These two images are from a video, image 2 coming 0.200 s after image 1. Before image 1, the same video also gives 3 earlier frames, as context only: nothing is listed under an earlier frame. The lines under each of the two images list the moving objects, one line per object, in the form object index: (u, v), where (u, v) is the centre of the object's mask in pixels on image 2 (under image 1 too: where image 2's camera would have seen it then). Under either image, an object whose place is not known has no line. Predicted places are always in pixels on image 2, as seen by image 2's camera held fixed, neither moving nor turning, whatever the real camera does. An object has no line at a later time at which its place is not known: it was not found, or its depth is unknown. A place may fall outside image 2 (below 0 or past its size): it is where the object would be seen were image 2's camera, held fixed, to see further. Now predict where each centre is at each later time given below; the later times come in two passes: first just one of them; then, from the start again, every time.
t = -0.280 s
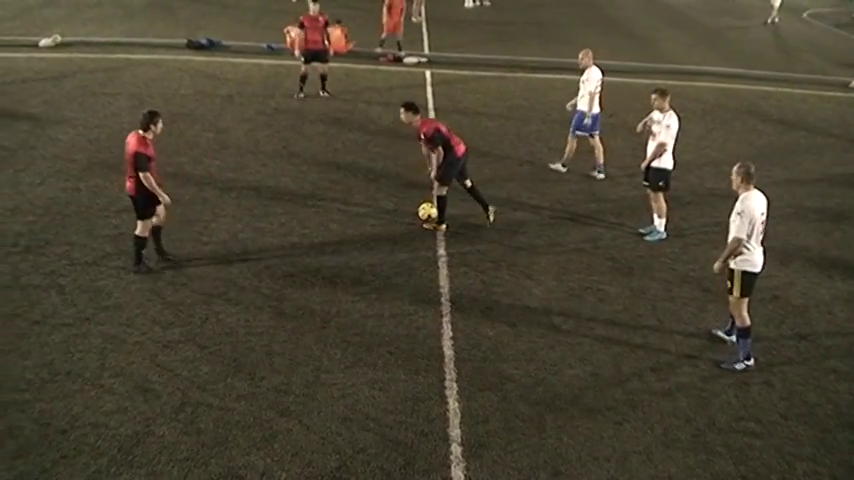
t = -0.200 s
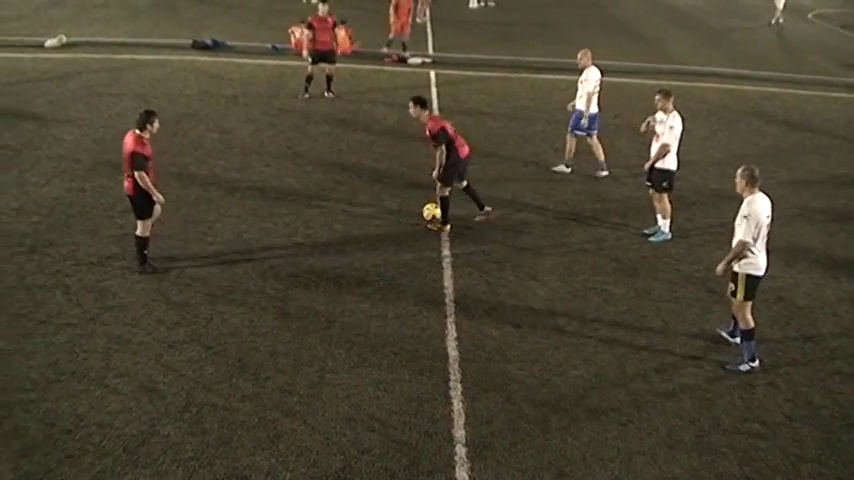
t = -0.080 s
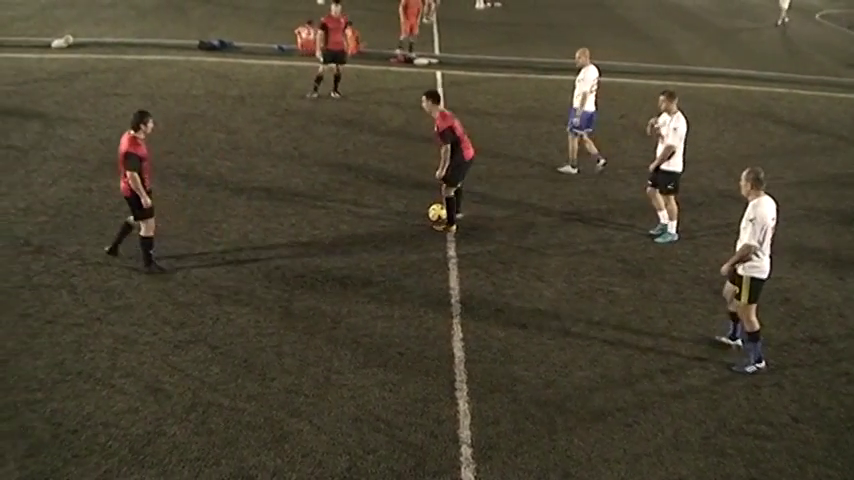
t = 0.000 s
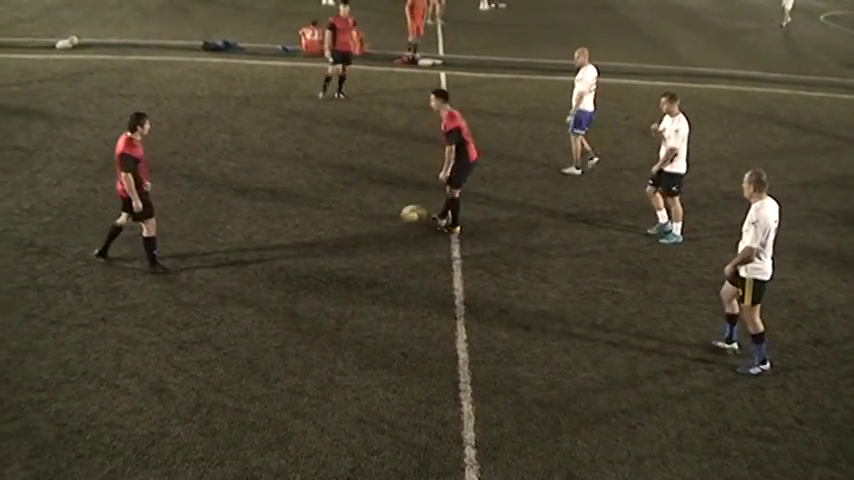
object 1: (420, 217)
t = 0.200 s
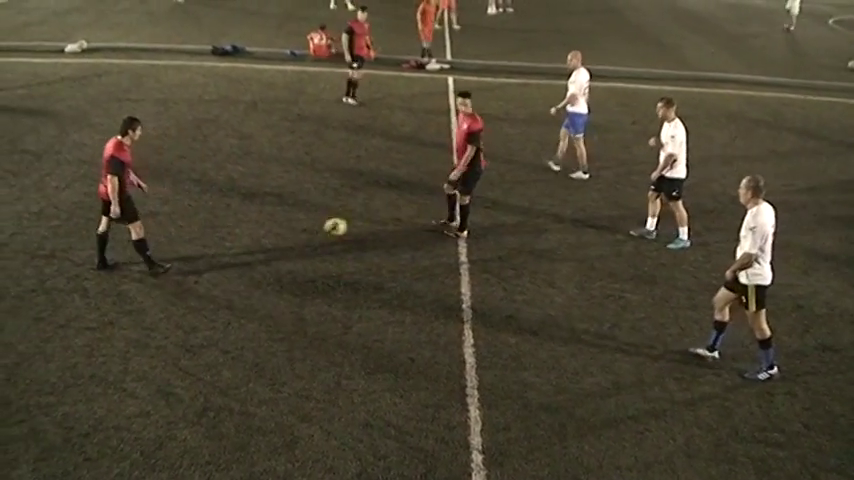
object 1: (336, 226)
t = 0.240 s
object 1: (320, 229)
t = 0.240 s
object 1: (320, 229)
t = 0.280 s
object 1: (306, 232)
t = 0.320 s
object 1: (292, 232)
